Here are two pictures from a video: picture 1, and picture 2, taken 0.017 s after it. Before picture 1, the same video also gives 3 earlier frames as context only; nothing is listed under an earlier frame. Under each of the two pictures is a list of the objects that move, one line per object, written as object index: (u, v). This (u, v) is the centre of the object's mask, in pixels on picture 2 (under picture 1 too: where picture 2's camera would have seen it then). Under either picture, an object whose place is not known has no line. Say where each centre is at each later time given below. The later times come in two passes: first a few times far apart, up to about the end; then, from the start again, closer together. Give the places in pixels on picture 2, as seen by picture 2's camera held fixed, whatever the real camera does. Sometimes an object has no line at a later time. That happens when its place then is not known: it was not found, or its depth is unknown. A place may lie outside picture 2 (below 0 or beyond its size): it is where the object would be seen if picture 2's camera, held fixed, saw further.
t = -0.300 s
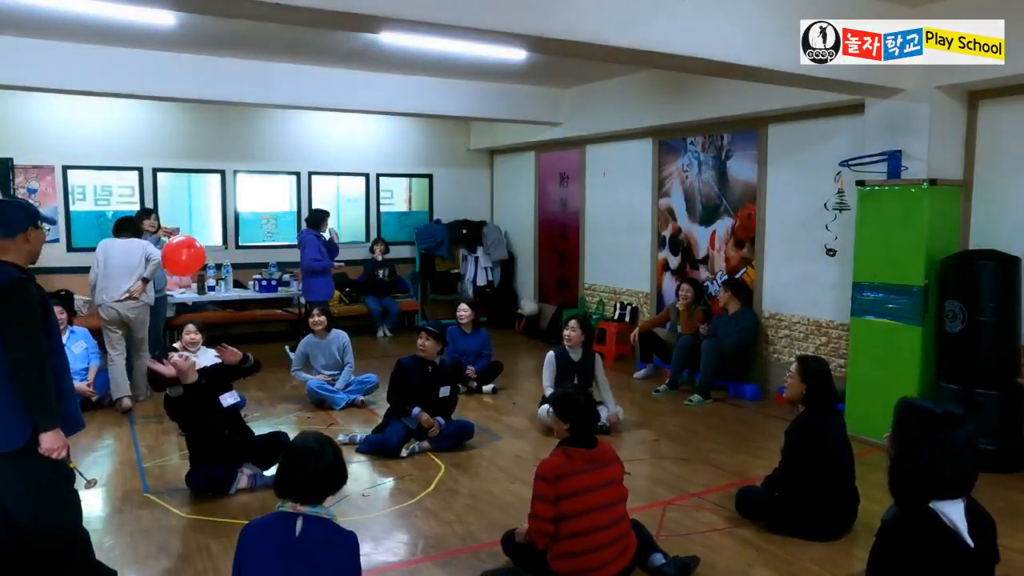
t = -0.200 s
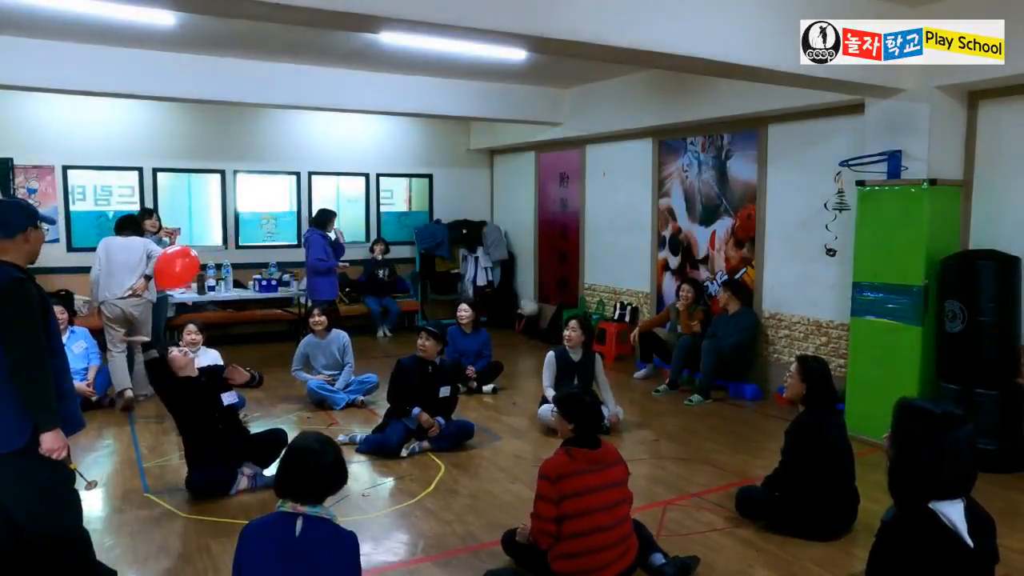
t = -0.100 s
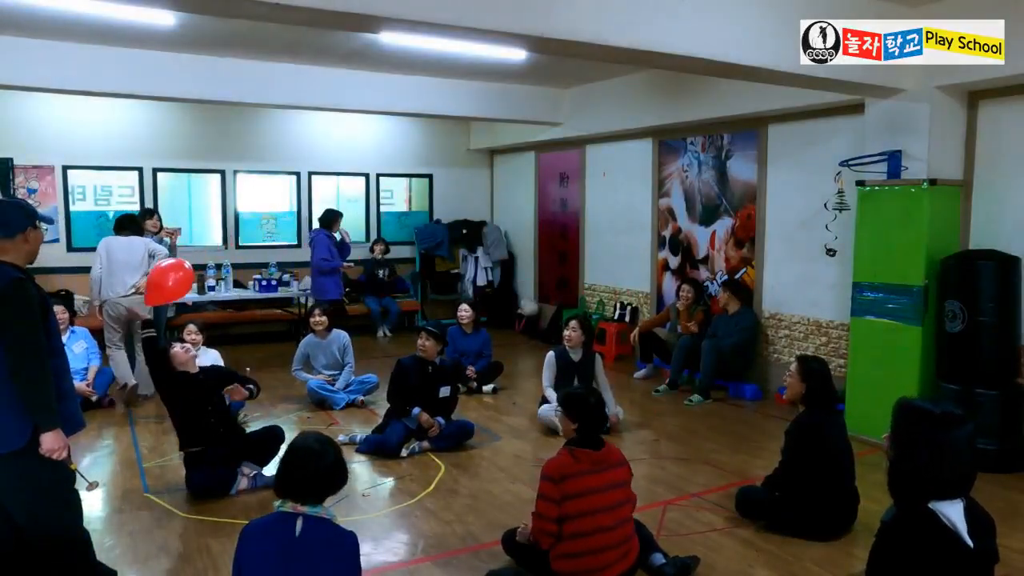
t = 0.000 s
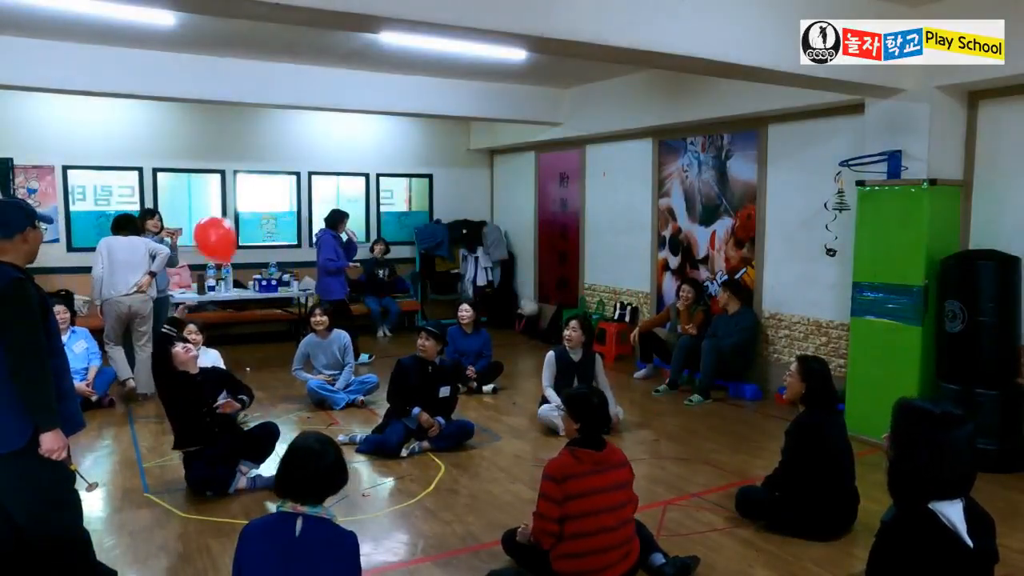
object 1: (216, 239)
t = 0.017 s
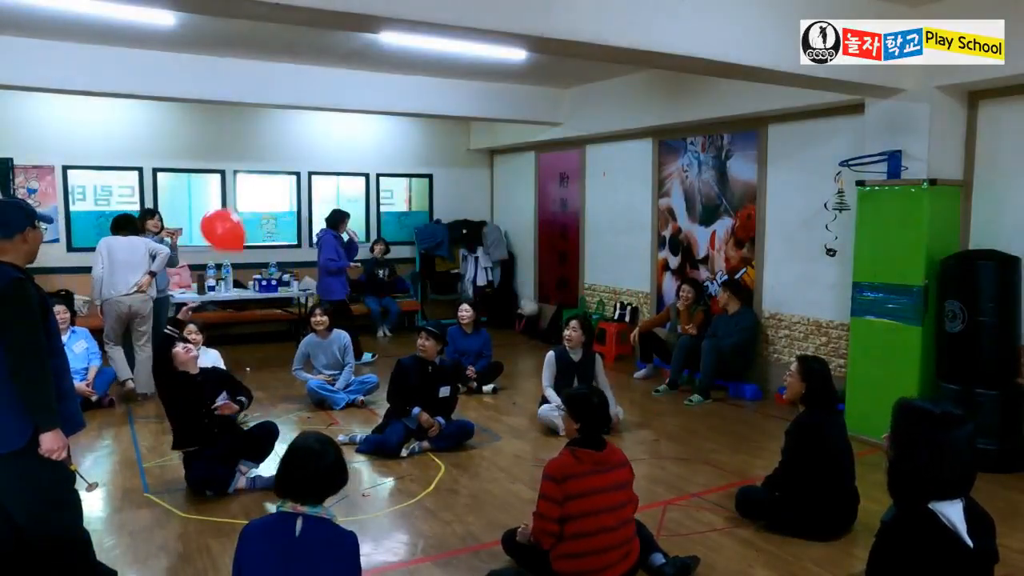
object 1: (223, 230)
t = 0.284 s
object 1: (296, 140)
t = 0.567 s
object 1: (307, 102)
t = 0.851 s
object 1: (328, 102)
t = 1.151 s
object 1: (378, 104)
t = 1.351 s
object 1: (414, 111)
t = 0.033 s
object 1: (230, 223)
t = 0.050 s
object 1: (238, 217)
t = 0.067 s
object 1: (244, 210)
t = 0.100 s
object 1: (257, 197)
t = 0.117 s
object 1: (264, 190)
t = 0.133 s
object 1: (269, 183)
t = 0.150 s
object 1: (274, 177)
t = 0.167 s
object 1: (279, 172)
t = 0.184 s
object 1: (282, 167)
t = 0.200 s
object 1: (285, 162)
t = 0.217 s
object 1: (288, 157)
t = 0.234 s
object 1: (290, 153)
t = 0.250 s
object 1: (292, 149)
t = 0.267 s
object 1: (294, 144)
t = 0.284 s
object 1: (296, 140)
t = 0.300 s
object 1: (297, 137)
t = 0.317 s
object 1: (298, 133)
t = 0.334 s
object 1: (299, 130)
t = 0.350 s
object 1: (300, 127)
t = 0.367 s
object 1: (301, 124)
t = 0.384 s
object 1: (302, 122)
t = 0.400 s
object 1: (302, 119)
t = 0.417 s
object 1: (303, 117)
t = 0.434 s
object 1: (303, 115)
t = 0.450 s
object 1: (304, 112)
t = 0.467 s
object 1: (304, 111)
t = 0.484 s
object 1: (305, 109)
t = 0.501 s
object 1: (305, 107)
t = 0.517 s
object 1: (306, 106)
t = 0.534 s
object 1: (306, 104)
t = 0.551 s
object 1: (307, 103)
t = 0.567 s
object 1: (307, 102)
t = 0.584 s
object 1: (308, 101)
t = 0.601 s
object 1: (308, 101)
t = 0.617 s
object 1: (309, 100)
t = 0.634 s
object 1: (310, 100)
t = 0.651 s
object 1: (310, 99)
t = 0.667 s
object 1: (311, 99)
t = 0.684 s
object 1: (312, 99)
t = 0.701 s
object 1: (313, 99)
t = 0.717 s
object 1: (314, 99)
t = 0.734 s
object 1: (315, 100)
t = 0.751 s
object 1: (317, 100)
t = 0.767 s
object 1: (318, 100)
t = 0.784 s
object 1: (320, 101)
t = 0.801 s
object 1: (322, 101)
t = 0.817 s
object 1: (324, 101)
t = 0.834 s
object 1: (326, 102)
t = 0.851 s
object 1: (328, 102)
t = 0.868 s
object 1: (330, 102)
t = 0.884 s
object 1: (332, 103)
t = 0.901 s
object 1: (335, 103)
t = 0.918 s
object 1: (337, 103)
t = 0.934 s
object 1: (340, 103)
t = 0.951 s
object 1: (343, 103)
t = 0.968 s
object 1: (346, 103)
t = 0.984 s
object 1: (348, 104)
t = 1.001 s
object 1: (351, 104)
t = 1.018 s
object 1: (354, 103)
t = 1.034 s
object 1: (357, 104)
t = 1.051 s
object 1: (360, 104)
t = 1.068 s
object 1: (363, 103)
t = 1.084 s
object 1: (366, 103)
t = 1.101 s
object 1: (369, 104)
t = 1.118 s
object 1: (372, 104)
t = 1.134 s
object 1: (375, 104)
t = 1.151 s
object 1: (378, 104)
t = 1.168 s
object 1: (381, 104)
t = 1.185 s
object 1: (384, 104)
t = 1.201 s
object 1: (387, 104)
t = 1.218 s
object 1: (390, 105)
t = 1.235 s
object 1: (393, 105)
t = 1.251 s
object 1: (397, 106)
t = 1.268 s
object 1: (399, 107)
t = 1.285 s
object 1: (403, 107)
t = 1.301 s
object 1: (405, 108)
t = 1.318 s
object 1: (408, 109)
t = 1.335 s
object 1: (411, 110)
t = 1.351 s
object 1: (414, 111)
